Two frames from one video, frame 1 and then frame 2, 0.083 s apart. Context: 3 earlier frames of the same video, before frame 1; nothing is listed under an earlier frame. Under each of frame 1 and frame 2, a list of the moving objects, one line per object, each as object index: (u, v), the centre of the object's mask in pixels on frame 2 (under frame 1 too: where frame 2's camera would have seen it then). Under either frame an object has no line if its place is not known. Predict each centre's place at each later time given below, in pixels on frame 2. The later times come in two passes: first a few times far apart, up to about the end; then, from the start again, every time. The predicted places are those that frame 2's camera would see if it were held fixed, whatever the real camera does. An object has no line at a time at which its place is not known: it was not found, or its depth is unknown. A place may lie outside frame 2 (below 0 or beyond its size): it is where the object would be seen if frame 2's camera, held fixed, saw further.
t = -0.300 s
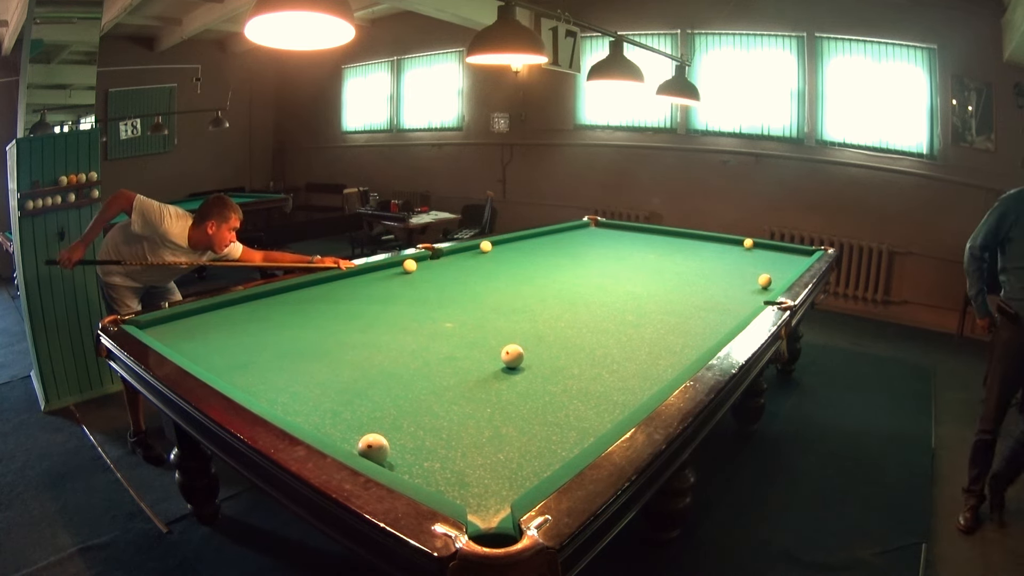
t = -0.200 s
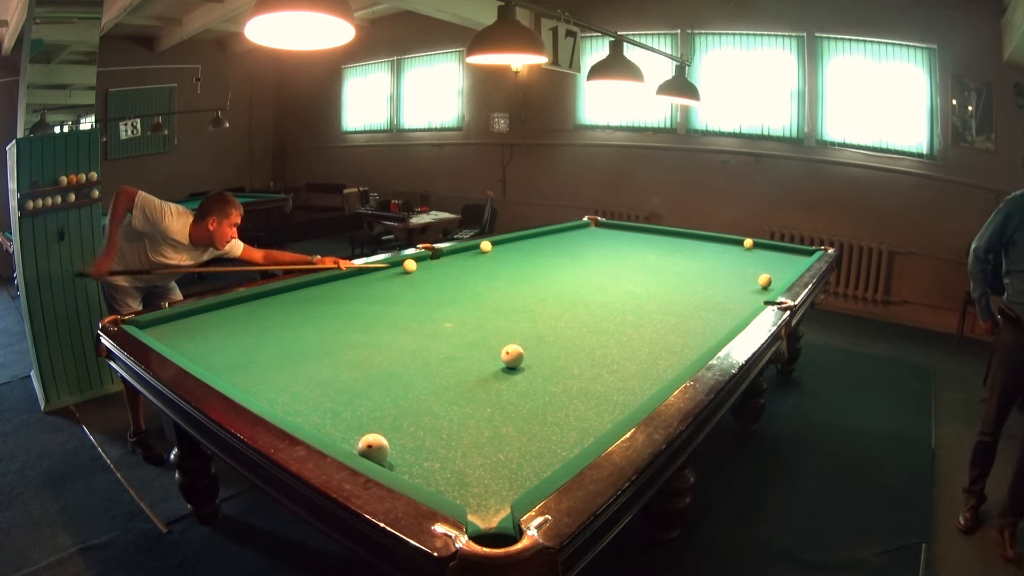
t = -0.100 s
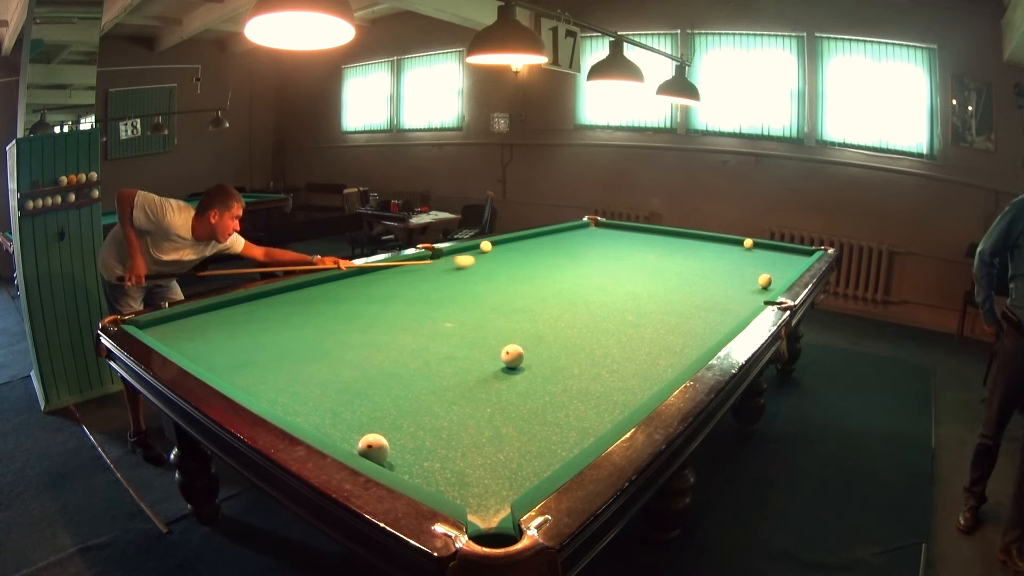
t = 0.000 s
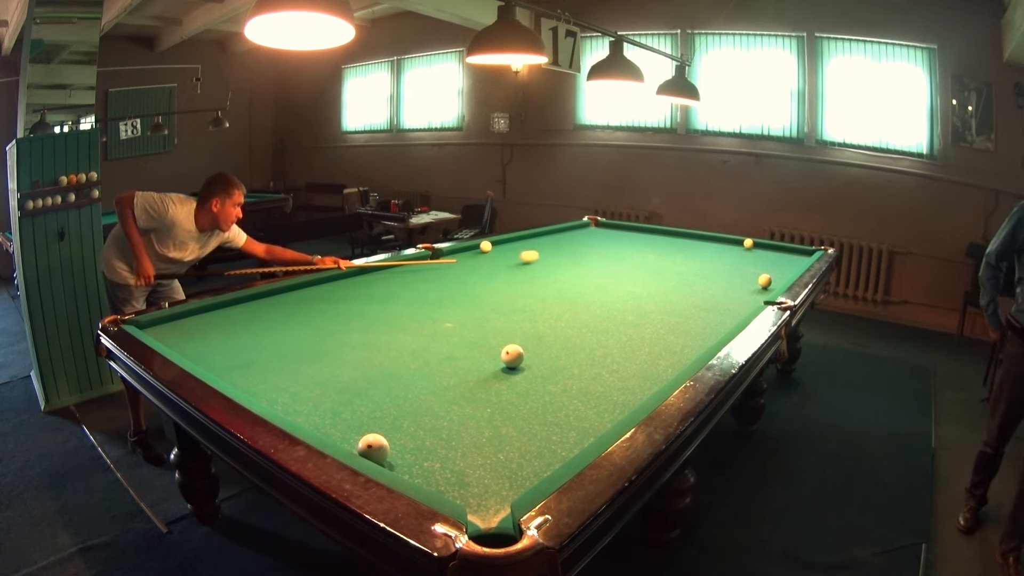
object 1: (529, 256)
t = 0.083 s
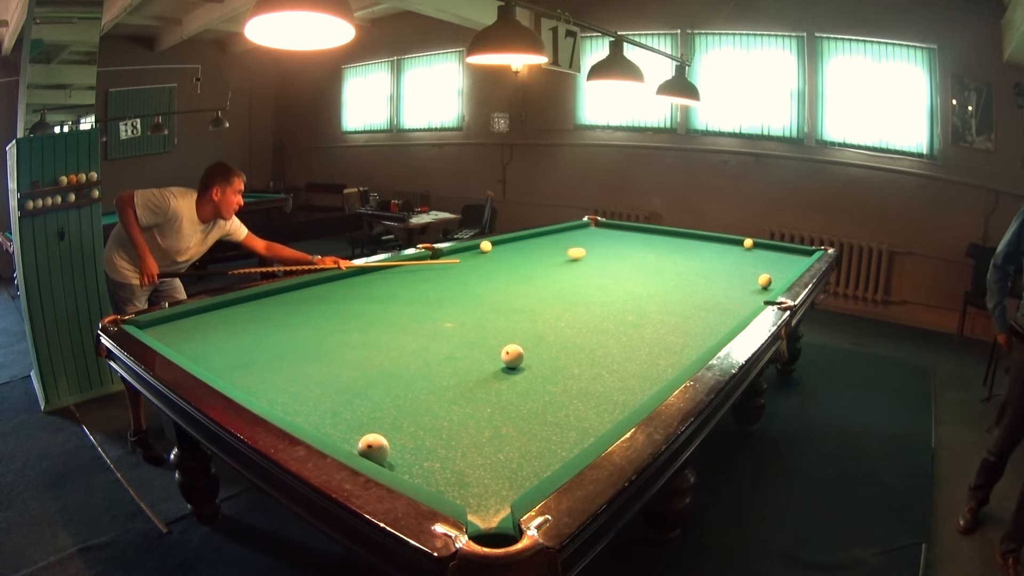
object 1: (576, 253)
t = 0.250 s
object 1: (656, 249)
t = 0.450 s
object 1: (734, 245)
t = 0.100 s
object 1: (585, 253)
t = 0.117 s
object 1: (593, 252)
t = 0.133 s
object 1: (601, 252)
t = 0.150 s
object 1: (610, 251)
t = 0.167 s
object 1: (618, 251)
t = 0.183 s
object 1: (626, 250)
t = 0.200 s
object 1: (633, 250)
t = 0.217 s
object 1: (641, 250)
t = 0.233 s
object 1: (649, 249)
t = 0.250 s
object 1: (656, 249)
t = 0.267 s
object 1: (663, 248)
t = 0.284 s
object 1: (670, 248)
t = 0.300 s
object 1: (677, 248)
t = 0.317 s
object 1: (684, 247)
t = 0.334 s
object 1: (691, 247)
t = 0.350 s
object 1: (697, 247)
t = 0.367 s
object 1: (703, 247)
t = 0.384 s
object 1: (710, 246)
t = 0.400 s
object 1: (716, 246)
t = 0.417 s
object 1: (722, 246)
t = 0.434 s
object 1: (728, 245)
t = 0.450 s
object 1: (734, 245)
